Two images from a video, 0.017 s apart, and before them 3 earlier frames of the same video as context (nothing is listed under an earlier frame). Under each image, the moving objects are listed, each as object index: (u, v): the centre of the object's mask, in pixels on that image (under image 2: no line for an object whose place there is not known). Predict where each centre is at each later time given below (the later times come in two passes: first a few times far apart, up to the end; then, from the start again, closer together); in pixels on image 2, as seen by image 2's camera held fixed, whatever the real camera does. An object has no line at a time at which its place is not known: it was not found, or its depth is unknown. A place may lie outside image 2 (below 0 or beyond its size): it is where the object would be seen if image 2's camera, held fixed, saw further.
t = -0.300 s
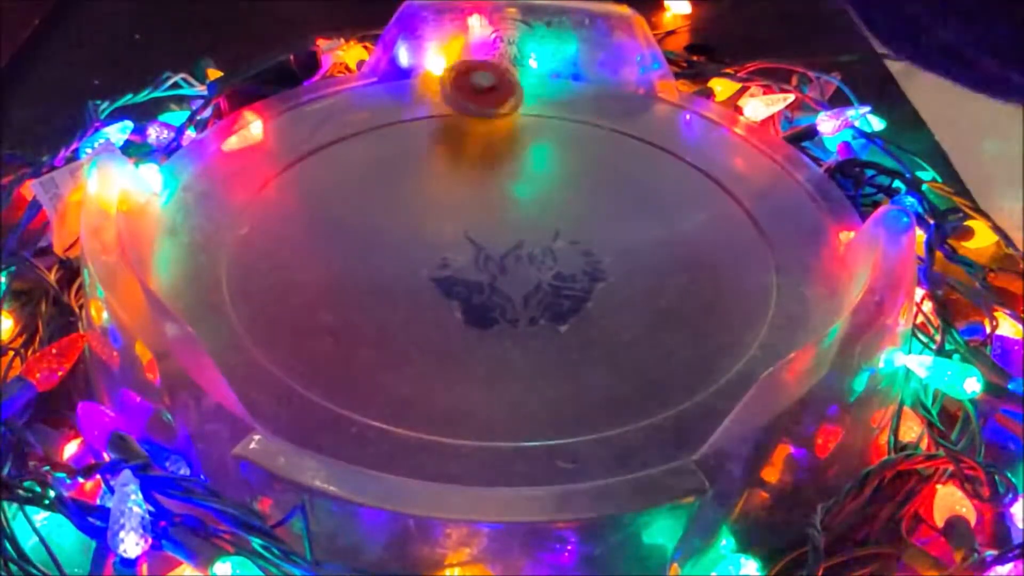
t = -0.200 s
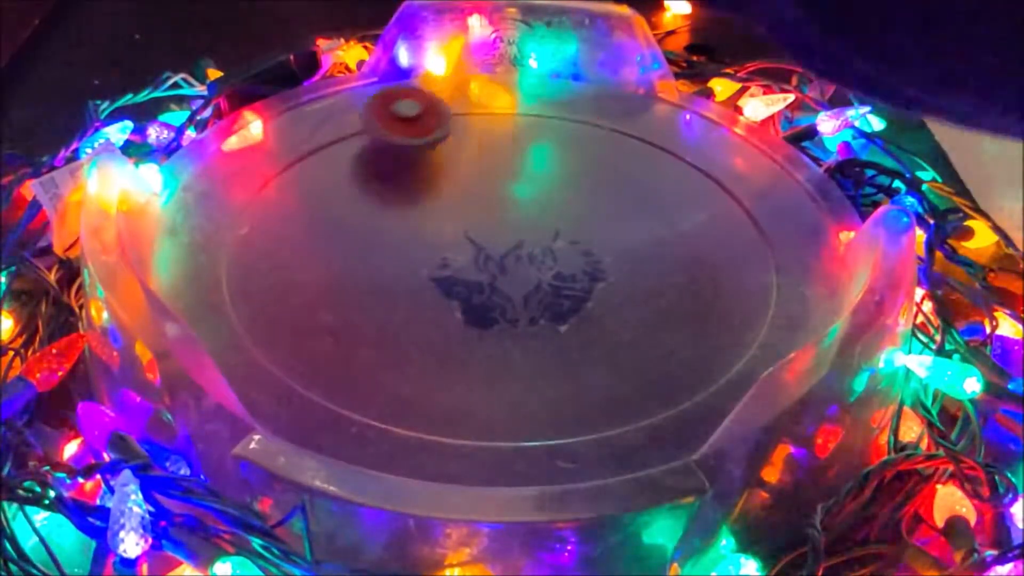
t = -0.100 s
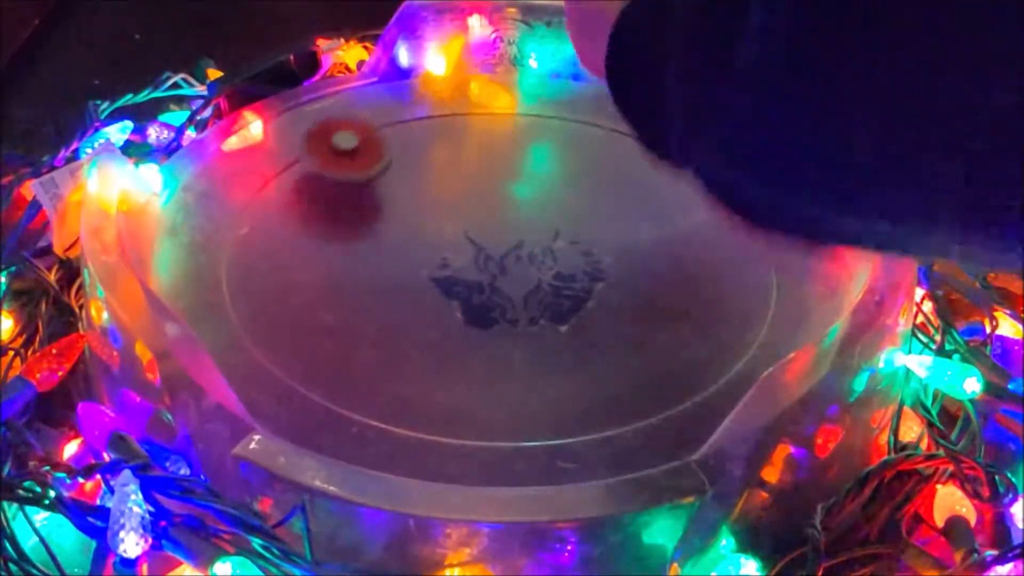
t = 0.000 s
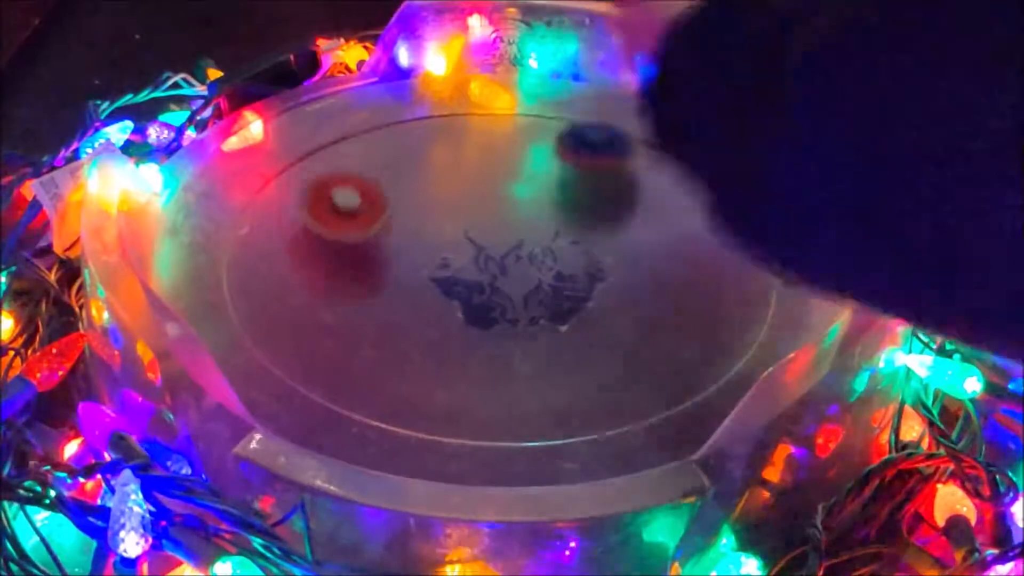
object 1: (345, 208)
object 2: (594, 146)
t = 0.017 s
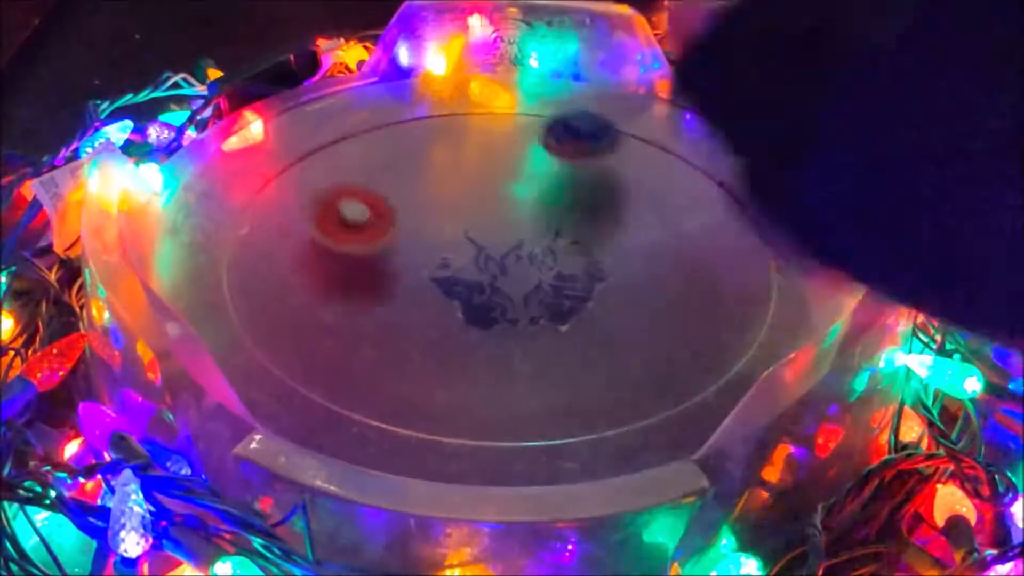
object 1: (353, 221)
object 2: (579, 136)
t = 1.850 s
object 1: (391, 242)
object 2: (581, 240)
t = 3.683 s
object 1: (466, 157)
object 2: (511, 282)
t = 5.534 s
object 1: (724, 255)
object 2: (471, 256)
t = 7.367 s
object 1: (278, 247)
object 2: (486, 246)
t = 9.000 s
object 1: (679, 222)
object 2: (483, 252)
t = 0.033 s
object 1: (365, 235)
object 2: (565, 125)
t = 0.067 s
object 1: (393, 258)
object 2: (534, 116)
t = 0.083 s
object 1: (408, 267)
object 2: (518, 117)
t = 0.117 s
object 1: (449, 282)
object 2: (481, 139)
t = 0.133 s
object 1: (468, 287)
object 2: (461, 155)
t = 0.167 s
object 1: (514, 296)
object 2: (434, 161)
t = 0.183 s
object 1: (533, 296)
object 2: (422, 160)
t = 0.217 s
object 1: (573, 289)
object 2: (399, 175)
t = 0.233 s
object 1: (591, 285)
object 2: (388, 185)
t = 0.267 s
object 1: (630, 273)
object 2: (370, 195)
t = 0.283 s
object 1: (646, 265)
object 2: (362, 205)
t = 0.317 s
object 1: (670, 246)
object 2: (349, 220)
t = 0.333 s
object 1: (678, 236)
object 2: (346, 229)
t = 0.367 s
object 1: (691, 213)
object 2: (343, 246)
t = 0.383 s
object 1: (696, 200)
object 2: (344, 261)
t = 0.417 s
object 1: (702, 177)
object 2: (351, 279)
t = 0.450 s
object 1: (704, 155)
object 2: (364, 299)
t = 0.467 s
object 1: (700, 144)
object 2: (374, 307)
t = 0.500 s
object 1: (676, 134)
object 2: (403, 321)
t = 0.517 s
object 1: (662, 133)
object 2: (419, 327)
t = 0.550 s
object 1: (637, 125)
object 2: (447, 339)
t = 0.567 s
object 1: (624, 123)
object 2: (463, 342)
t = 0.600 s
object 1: (599, 116)
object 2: (497, 341)
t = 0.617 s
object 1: (586, 113)
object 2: (511, 337)
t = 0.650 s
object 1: (561, 108)
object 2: (541, 331)
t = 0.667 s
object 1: (547, 107)
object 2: (556, 327)
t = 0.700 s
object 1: (518, 107)
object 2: (582, 320)
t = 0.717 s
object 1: (502, 111)
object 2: (593, 311)
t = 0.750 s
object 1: (474, 121)
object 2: (609, 297)
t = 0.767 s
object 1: (461, 128)
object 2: (614, 289)
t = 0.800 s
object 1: (440, 146)
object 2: (624, 273)
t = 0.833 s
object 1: (422, 168)
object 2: (624, 257)
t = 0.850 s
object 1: (416, 181)
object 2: (621, 249)
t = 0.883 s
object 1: (411, 206)
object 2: (614, 234)
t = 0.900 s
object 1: (411, 220)
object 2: (609, 227)
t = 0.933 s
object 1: (413, 245)
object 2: (596, 214)
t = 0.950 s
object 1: (416, 259)
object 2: (588, 209)
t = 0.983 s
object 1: (434, 282)
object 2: (570, 199)
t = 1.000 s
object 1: (446, 294)
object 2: (561, 195)
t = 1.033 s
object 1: (474, 311)
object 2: (541, 188)
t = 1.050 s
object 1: (490, 319)
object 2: (530, 186)
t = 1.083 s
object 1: (526, 331)
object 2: (507, 184)
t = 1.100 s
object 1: (545, 333)
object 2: (497, 184)
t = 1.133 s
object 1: (587, 337)
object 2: (475, 185)
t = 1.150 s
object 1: (608, 336)
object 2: (465, 186)
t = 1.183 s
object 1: (649, 332)
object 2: (446, 191)
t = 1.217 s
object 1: (687, 324)
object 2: (429, 200)
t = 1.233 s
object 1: (706, 318)
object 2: (421, 205)
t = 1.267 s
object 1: (745, 305)
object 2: (409, 216)
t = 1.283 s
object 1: (760, 297)
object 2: (405, 222)
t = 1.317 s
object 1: (761, 275)
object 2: (399, 236)
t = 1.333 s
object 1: (760, 269)
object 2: (398, 242)
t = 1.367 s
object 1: (759, 249)
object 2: (399, 256)
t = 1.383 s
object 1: (756, 240)
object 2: (402, 263)
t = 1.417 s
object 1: (753, 222)
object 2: (411, 276)
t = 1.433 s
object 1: (750, 213)
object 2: (417, 283)
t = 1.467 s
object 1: (741, 197)
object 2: (433, 294)
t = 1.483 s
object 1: (734, 187)
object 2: (443, 298)
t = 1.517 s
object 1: (714, 175)
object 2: (462, 305)
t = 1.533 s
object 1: (700, 169)
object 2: (476, 307)
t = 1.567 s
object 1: (671, 163)
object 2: (496, 309)
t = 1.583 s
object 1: (654, 160)
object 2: (506, 309)
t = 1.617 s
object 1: (614, 161)
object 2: (528, 306)
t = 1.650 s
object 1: (579, 165)
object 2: (547, 300)
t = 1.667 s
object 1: (560, 167)
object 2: (556, 297)
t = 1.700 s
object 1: (524, 174)
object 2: (571, 287)
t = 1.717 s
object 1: (507, 179)
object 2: (575, 283)
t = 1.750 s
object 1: (473, 192)
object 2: (583, 271)
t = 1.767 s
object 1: (456, 198)
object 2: (585, 266)
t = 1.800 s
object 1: (427, 215)
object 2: (586, 255)
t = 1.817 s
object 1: (413, 224)
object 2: (584, 249)
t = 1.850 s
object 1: (391, 242)
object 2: (581, 240)
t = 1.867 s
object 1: (380, 252)
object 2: (578, 235)
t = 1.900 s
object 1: (371, 273)
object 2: (568, 226)
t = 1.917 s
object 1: (368, 283)
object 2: (563, 222)
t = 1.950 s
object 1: (368, 304)
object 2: (551, 215)
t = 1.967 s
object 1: (371, 315)
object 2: (544, 212)
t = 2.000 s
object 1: (383, 335)
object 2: (530, 209)
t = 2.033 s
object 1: (403, 354)
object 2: (516, 207)
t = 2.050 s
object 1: (415, 364)
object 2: (508, 206)
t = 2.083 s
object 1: (445, 381)
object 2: (493, 208)
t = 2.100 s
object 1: (460, 389)
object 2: (486, 210)
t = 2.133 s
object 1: (494, 396)
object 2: (472, 210)
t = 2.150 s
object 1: (515, 393)
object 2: (465, 213)
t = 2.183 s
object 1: (558, 391)
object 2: (455, 218)
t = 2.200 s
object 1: (578, 389)
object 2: (450, 222)
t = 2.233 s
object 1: (615, 383)
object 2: (444, 232)
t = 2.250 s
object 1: (632, 378)
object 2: (441, 237)
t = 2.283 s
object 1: (665, 366)
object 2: (437, 243)
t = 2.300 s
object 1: (678, 358)
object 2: (437, 247)
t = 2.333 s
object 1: (701, 341)
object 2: (438, 256)
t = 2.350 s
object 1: (709, 331)
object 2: (440, 260)
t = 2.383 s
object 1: (718, 311)
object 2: (446, 268)
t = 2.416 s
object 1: (717, 293)
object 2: (453, 274)
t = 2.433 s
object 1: (712, 283)
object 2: (456, 277)
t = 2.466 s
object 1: (697, 264)
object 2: (463, 281)
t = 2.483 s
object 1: (686, 255)
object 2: (469, 283)
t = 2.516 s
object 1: (660, 240)
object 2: (481, 287)
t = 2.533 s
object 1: (645, 232)
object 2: (485, 288)
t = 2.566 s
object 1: (611, 220)
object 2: (500, 289)
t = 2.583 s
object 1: (595, 215)
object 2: (506, 289)
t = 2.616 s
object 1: (560, 208)
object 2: (518, 287)
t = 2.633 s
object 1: (542, 205)
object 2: (523, 286)
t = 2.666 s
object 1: (507, 200)
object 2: (533, 283)
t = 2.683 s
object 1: (487, 199)
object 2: (536, 282)
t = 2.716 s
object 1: (451, 198)
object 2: (546, 278)
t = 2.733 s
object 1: (434, 199)
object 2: (549, 275)
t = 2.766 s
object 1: (400, 202)
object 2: (552, 270)
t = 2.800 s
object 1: (370, 208)
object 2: (554, 265)
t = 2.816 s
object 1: (357, 212)
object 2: (556, 261)
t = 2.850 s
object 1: (328, 220)
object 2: (556, 256)
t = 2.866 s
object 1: (316, 226)
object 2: (556, 253)
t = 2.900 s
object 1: (292, 239)
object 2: (552, 248)
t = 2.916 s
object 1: (284, 247)
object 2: (549, 246)
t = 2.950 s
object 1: (267, 264)
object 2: (544, 241)
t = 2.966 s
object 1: (261, 273)
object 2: (542, 239)
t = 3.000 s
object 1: (249, 293)
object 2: (535, 237)
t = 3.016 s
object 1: (251, 299)
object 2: (532, 235)
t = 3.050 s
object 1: (284, 320)
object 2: (524, 233)
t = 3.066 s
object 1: (297, 329)
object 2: (520, 232)
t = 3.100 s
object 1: (323, 345)
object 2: (513, 232)
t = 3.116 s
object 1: (337, 352)
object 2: (510, 232)
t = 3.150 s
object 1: (367, 366)
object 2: (502, 232)
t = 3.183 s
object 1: (404, 377)
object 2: (494, 233)
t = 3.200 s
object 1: (424, 378)
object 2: (490, 234)
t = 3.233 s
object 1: (464, 376)
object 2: (482, 236)
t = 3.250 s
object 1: (485, 373)
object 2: (478, 237)
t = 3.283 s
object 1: (522, 365)
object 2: (471, 240)
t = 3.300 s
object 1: (537, 361)
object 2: (469, 242)
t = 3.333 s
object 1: (567, 345)
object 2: (465, 246)
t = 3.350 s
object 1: (578, 335)
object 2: (464, 249)
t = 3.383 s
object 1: (594, 315)
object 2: (465, 255)
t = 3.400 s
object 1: (598, 305)
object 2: (464, 258)
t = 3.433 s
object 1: (603, 285)
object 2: (466, 264)
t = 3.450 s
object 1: (602, 274)
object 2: (467, 267)
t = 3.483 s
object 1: (596, 253)
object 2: (471, 271)
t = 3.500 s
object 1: (589, 243)
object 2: (473, 273)
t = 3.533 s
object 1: (574, 222)
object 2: (481, 276)
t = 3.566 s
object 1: (555, 203)
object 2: (487, 279)
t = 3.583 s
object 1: (544, 195)
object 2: (491, 281)
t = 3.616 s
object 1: (519, 180)
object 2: (497, 282)
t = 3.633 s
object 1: (506, 174)
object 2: (501, 282)
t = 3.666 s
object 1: (479, 163)
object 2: (508, 282)
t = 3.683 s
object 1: (466, 157)
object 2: (511, 282)
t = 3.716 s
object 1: (437, 148)
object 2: (519, 281)
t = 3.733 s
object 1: (424, 145)
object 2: (521, 280)
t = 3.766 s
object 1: (392, 141)
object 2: (526, 277)
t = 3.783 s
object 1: (377, 140)
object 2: (528, 276)
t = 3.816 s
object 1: (347, 140)
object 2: (532, 273)
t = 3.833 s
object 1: (332, 141)
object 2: (534, 271)
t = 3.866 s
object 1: (302, 145)
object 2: (537, 267)
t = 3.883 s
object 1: (293, 149)
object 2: (536, 265)
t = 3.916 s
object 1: (272, 159)
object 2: (535, 262)
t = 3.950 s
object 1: (260, 178)
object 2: (534, 257)
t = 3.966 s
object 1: (256, 187)
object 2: (533, 256)
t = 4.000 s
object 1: (249, 206)
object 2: (531, 253)
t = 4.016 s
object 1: (248, 217)
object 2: (531, 251)
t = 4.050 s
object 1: (251, 237)
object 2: (528, 249)
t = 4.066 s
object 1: (255, 247)
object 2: (527, 248)
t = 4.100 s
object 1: (273, 266)
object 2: (515, 245)
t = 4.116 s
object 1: (284, 275)
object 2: (514, 245)
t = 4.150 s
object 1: (324, 298)
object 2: (505, 244)
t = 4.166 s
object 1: (343, 305)
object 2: (503, 244)
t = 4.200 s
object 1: (381, 316)
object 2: (496, 243)
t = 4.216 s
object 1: (404, 320)
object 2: (493, 244)
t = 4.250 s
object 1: (447, 327)
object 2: (486, 244)
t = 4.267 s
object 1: (467, 326)
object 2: (483, 244)
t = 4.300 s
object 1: (505, 320)
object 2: (476, 246)
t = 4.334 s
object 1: (540, 310)
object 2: (472, 249)
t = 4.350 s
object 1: (558, 305)
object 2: (471, 250)
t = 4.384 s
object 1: (588, 291)
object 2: (469, 253)
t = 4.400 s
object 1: (601, 281)
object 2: (468, 255)
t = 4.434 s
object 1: (620, 261)
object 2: (468, 260)
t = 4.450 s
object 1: (627, 252)
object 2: (468, 262)
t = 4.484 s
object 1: (636, 230)
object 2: (468, 265)
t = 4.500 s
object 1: (639, 220)
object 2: (469, 267)
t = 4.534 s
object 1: (636, 198)
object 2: (472, 269)
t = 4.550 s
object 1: (634, 187)
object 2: (474, 271)
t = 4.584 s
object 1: (627, 169)
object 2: (478, 273)
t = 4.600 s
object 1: (619, 158)
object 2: (480, 274)
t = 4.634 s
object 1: (605, 141)
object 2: (483, 275)
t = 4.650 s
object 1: (595, 133)
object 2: (487, 277)
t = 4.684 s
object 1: (576, 118)
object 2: (491, 278)
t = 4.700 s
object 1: (566, 112)
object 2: (494, 278)
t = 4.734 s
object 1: (547, 100)
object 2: (500, 278)
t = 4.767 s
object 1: (524, 92)
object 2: (504, 277)
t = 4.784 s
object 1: (509, 91)
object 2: (508, 276)
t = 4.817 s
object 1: (482, 92)
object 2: (514, 275)
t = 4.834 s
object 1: (466, 95)
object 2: (516, 273)
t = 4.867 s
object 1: (439, 98)
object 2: (519, 270)
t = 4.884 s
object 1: (428, 101)
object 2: (519, 269)
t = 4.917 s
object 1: (404, 111)
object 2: (521, 266)
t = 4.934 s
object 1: (393, 116)
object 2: (521, 264)
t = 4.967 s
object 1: (373, 131)
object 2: (521, 260)
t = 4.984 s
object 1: (366, 140)
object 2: (520, 258)
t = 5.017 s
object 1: (352, 161)
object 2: (518, 255)
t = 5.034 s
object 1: (351, 170)
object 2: (516, 254)
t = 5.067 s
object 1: (349, 195)
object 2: (513, 252)
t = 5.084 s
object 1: (350, 207)
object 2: (512, 251)
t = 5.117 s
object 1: (357, 232)
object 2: (508, 250)
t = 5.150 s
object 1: (371, 255)
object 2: (504, 248)
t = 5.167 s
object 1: (381, 266)
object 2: (501, 247)
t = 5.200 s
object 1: (408, 287)
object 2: (498, 247)
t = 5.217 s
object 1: (421, 296)
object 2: (496, 246)
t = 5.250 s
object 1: (453, 310)
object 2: (492, 245)
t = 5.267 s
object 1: (470, 315)
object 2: (490, 244)
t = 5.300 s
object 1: (505, 323)
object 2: (485, 246)
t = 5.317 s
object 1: (524, 324)
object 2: (483, 245)
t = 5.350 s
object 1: (563, 322)
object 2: (478, 246)
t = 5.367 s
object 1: (583, 321)
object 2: (476, 247)
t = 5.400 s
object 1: (620, 314)
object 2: (473, 248)
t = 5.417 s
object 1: (637, 310)
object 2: (471, 248)
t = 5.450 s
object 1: (669, 298)
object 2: (471, 250)
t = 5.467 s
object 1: (686, 291)
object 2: (470, 251)
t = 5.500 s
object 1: (708, 273)
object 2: (470, 254)
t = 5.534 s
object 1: (724, 255)
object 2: (471, 256)
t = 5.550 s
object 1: (732, 247)
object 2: (471, 258)
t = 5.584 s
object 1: (739, 229)
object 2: (472, 260)
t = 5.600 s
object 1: (742, 220)
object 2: (473, 260)
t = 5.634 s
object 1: (744, 200)
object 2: (474, 262)
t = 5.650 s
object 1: (741, 192)
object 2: (475, 263)
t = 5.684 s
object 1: (734, 174)
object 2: (478, 264)
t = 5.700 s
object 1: (728, 166)
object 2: (480, 265)
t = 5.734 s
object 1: (710, 153)
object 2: (482, 266)
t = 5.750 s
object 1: (698, 147)
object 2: (482, 266)
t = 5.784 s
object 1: (674, 138)
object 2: (489, 267)
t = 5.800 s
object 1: (659, 135)
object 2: (491, 267)
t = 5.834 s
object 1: (631, 132)
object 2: (497, 266)
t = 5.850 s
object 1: (614, 132)
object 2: (497, 266)
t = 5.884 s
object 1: (582, 134)
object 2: (500, 265)
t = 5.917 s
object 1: (552, 140)
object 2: (501, 264)
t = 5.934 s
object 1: (537, 142)
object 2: (503, 264)
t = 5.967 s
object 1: (506, 152)
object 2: (507, 262)
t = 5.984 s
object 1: (492, 157)
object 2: (507, 261)
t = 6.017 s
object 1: (466, 170)
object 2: (507, 258)
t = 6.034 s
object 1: (453, 176)
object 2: (506, 257)
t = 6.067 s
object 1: (429, 193)
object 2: (506, 255)
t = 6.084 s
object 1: (420, 202)
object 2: (506, 255)
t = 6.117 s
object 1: (404, 221)
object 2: (505, 253)
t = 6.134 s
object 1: (397, 230)
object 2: (504, 252)
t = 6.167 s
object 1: (385, 251)
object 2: (501, 250)
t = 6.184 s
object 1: (383, 262)
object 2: (500, 250)
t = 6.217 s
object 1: (381, 282)
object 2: (498, 249)
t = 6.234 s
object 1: (385, 293)
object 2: (498, 248)
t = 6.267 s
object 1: (395, 312)
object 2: (493, 247)
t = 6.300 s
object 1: (409, 328)
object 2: (490, 246)
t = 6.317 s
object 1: (419, 338)
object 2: (489, 247)
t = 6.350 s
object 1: (444, 352)
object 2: (486, 247)
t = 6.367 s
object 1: (456, 359)
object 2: (485, 247)
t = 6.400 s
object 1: (489, 369)
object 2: (482, 247)
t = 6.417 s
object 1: (505, 372)
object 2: (480, 247)
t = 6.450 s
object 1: (540, 379)
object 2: (476, 248)
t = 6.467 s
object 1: (560, 380)
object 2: (476, 248)
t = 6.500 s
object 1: (599, 382)
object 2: (475, 250)
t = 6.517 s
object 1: (617, 381)
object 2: (474, 251)
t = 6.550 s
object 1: (649, 375)
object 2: (475, 253)
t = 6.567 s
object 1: (662, 369)
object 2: (476, 254)
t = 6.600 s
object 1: (686, 354)
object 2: (478, 255)
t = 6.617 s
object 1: (697, 344)
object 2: (480, 256)
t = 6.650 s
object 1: (716, 328)
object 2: (482, 258)
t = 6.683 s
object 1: (722, 309)
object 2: (485, 260)
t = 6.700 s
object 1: (724, 300)
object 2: (487, 260)
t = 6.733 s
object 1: (719, 281)
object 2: (492, 261)
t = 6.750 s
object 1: (715, 273)
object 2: (493, 261)
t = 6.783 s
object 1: (700, 255)
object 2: (496, 261)
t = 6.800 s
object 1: (691, 248)
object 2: (497, 261)
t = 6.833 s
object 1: (668, 234)
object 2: (500, 260)
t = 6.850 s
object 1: (656, 229)
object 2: (502, 260)
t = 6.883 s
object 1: (627, 217)
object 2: (503, 259)
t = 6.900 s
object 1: (612, 212)
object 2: (504, 258)
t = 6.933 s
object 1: (581, 204)
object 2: (506, 257)
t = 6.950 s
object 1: (566, 200)
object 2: (506, 256)
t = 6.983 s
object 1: (537, 191)
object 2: (505, 256)
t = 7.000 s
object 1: (523, 186)
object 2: (506, 257)
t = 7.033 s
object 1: (497, 180)
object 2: (505, 257)
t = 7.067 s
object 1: (473, 177)
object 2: (506, 256)
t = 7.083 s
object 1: (462, 177)
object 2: (507, 255)
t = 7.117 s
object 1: (437, 176)
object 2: (507, 253)
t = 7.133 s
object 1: (423, 177)
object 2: (507, 252)
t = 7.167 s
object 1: (396, 179)
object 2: (505, 250)
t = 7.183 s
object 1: (382, 181)
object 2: (504, 250)
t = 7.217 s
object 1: (357, 188)
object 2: (502, 248)
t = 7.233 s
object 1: (344, 192)
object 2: (500, 246)
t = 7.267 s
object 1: (321, 202)
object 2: (497, 246)
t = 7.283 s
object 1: (310, 209)
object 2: (494, 246)
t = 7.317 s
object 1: (294, 222)
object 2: (490, 245)
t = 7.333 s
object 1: (287, 229)
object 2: (489, 246)
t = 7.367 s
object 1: (278, 247)
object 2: (486, 246)
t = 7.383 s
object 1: (275, 256)
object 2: (485, 247)
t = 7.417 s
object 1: (276, 273)
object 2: (482, 248)
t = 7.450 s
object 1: (285, 292)
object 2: (480, 250)
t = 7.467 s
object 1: (294, 301)
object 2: (480, 251)
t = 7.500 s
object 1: (317, 320)
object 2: (481, 254)
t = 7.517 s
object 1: (329, 327)
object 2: (481, 256)
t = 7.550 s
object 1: (360, 339)
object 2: (484, 259)
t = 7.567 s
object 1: (376, 344)
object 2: (487, 260)
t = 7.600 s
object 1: (414, 351)
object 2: (491, 262)
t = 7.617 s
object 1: (434, 353)
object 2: (493, 263)
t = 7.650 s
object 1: (473, 355)
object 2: (498, 264)
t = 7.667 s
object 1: (492, 351)
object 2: (502, 264)
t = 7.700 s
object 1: (525, 346)
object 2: (508, 263)
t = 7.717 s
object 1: (542, 340)
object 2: (509, 263)
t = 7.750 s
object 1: (569, 326)
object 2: (514, 261)
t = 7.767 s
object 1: (580, 318)
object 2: (514, 259)
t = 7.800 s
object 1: (598, 302)
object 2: (516, 256)
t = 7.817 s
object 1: (606, 292)
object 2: (517, 255)
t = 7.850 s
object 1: (617, 273)
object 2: (518, 252)
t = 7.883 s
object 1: (620, 253)
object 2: (516, 250)
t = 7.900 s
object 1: (619, 244)
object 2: (516, 249)
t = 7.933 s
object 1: (613, 225)
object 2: (513, 247)
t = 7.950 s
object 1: (609, 215)
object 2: (511, 246)
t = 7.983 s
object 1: (596, 198)
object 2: (507, 245)
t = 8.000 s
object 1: (587, 188)
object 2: (504, 245)
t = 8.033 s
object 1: (572, 173)
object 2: (499, 245)
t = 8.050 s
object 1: (561, 165)
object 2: (496, 245)
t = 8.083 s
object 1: (540, 153)
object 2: (490, 245)
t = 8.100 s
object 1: (529, 148)
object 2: (489, 246)
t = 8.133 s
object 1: (506, 140)
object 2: (485, 248)
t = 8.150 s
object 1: (493, 135)
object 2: (484, 250)
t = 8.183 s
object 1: (466, 129)
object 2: (482, 252)
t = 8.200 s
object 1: (453, 128)
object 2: (482, 254)
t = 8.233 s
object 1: (429, 126)
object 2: (483, 257)
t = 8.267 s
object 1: (401, 129)
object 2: (484, 260)
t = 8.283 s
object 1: (390, 130)
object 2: (486, 262)
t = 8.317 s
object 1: (368, 137)
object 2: (490, 266)
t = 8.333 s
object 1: (356, 142)
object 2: (492, 267)
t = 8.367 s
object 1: (338, 152)
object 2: (498, 269)
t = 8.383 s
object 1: (329, 161)
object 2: (502, 270)
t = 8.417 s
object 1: (317, 176)
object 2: (509, 270)
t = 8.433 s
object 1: (314, 185)
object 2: (512, 270)
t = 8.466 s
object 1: (312, 204)
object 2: (518, 269)
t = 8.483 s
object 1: (312, 215)
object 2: (520, 268)
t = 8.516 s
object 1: (319, 237)
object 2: (524, 266)
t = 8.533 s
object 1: (325, 246)
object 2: (525, 264)
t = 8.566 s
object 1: (343, 267)
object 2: (526, 261)
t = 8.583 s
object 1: (354, 277)
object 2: (526, 260)
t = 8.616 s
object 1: (384, 294)
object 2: (526, 256)
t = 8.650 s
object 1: (416, 308)
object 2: (525, 253)
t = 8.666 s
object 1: (431, 312)
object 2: (525, 252)
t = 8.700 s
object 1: (468, 321)
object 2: (523, 250)
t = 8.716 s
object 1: (486, 321)
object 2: (522, 249)
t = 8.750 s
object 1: (521, 321)
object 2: (517, 248)
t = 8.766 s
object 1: (536, 319)
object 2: (514, 247)
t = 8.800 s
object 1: (567, 312)
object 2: (510, 247)
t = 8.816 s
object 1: (583, 308)
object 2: (507, 246)
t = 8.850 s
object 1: (614, 298)
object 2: (502, 246)
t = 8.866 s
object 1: (629, 292)
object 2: (500, 246)
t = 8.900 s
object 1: (652, 276)
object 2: (494, 246)
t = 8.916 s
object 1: (661, 268)
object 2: (492, 247)
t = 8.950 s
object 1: (672, 251)
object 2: (488, 249)
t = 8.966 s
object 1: (675, 241)
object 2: (486, 250)
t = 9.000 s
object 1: (679, 222)
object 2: (483, 252)
